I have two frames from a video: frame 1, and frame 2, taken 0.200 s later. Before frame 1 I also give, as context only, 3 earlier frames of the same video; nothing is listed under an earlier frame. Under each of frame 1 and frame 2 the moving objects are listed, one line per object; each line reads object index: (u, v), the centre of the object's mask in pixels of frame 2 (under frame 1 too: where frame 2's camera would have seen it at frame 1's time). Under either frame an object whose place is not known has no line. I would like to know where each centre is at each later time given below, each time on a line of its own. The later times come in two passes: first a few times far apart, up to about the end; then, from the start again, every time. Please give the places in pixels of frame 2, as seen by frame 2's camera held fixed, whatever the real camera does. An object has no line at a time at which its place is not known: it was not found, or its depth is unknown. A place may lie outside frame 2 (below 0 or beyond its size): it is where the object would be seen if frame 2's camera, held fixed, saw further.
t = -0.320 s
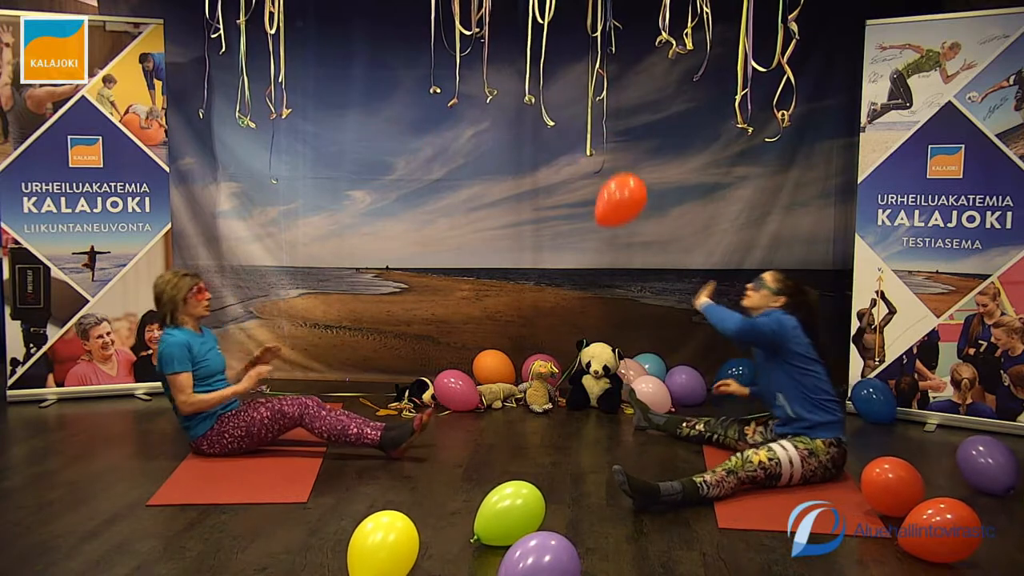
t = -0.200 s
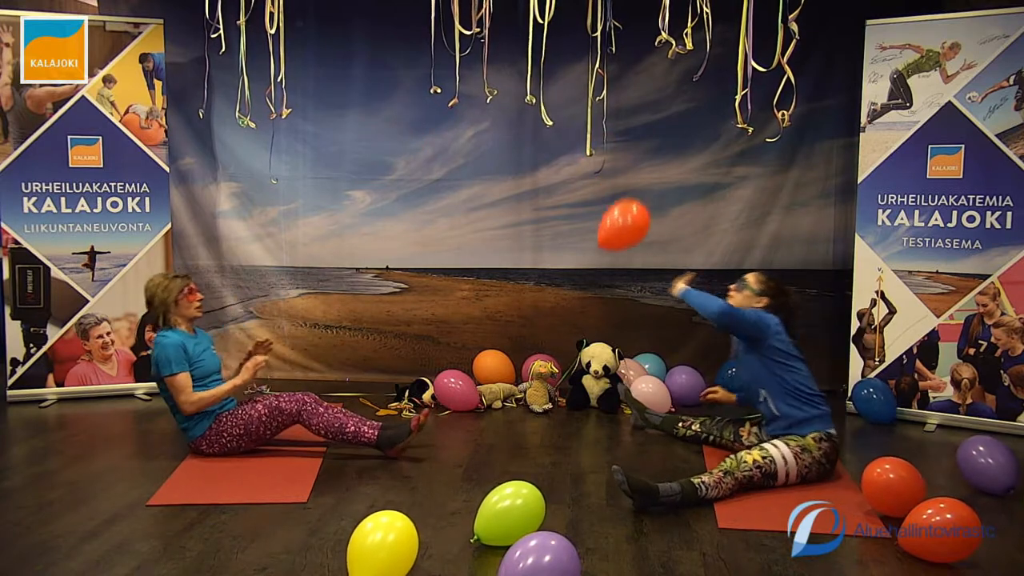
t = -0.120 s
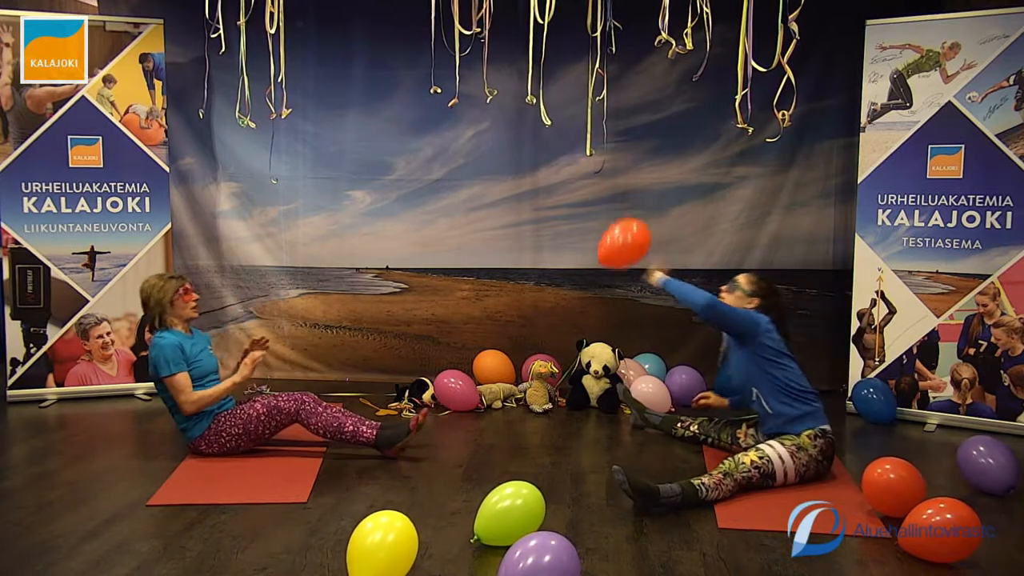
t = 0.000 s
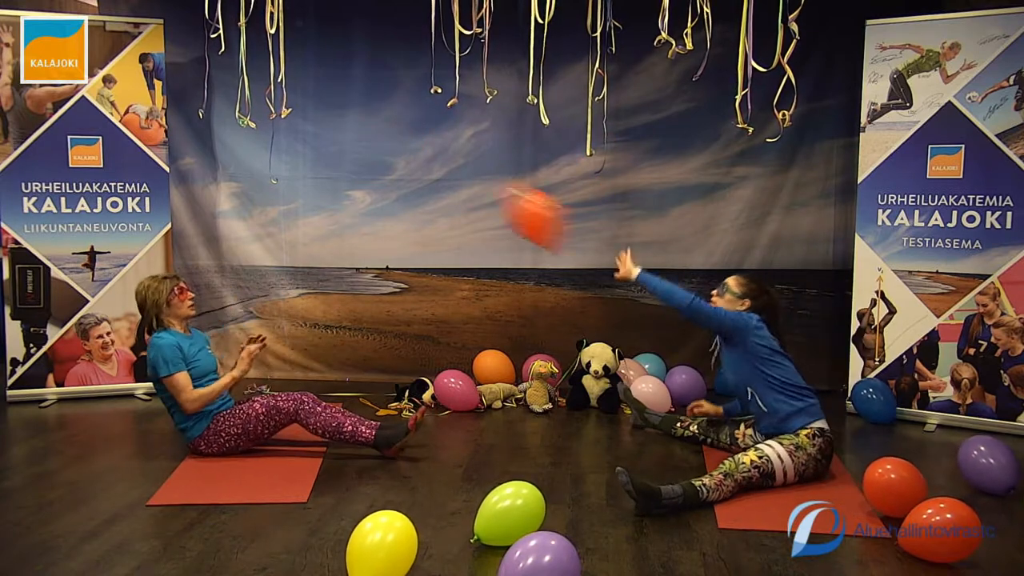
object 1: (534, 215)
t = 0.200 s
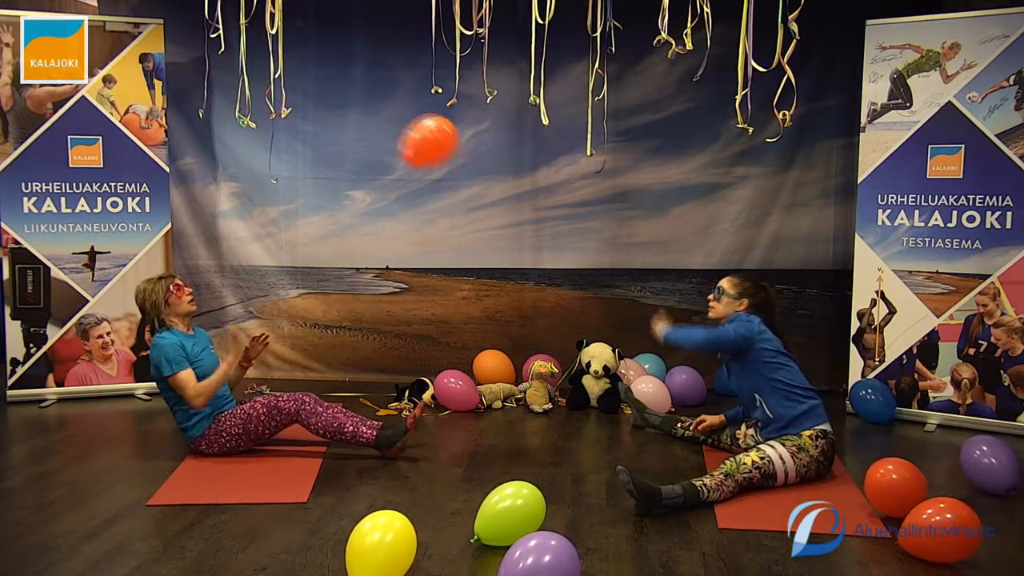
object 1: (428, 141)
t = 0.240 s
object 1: (419, 133)
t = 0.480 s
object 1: (370, 109)
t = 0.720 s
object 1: (332, 115)
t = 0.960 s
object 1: (296, 147)
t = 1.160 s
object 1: (267, 188)
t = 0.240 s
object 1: (419, 133)
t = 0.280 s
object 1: (410, 126)
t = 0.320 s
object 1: (401, 121)
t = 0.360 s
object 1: (393, 117)
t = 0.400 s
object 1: (385, 114)
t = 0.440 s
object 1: (378, 111)
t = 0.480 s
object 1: (370, 109)
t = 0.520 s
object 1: (363, 108)
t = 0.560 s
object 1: (357, 108)
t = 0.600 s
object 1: (350, 109)
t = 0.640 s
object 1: (344, 110)
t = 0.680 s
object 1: (338, 112)
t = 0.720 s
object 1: (332, 115)
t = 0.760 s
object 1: (326, 119)
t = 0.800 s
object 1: (320, 123)
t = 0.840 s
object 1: (314, 128)
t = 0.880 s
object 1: (309, 133)
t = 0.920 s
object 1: (303, 140)
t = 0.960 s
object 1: (296, 147)
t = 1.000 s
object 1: (290, 155)
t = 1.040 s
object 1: (284, 162)
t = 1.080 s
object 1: (278, 171)
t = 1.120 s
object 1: (273, 179)
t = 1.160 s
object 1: (267, 188)
